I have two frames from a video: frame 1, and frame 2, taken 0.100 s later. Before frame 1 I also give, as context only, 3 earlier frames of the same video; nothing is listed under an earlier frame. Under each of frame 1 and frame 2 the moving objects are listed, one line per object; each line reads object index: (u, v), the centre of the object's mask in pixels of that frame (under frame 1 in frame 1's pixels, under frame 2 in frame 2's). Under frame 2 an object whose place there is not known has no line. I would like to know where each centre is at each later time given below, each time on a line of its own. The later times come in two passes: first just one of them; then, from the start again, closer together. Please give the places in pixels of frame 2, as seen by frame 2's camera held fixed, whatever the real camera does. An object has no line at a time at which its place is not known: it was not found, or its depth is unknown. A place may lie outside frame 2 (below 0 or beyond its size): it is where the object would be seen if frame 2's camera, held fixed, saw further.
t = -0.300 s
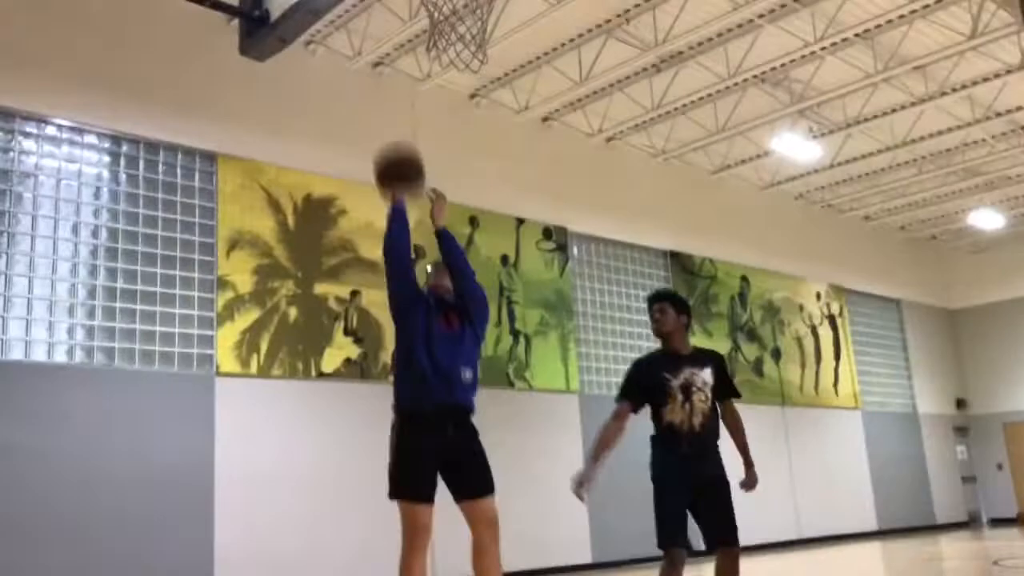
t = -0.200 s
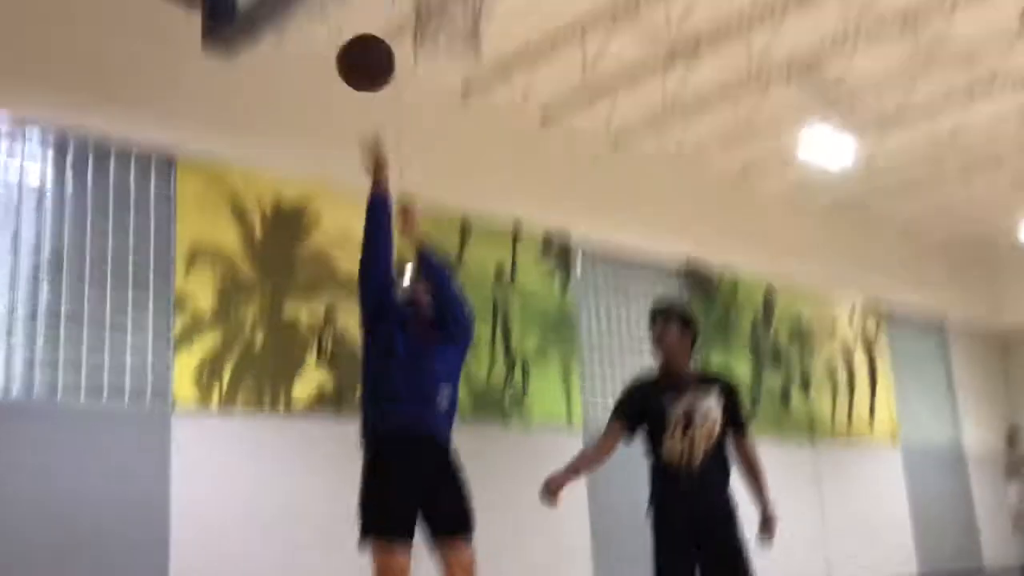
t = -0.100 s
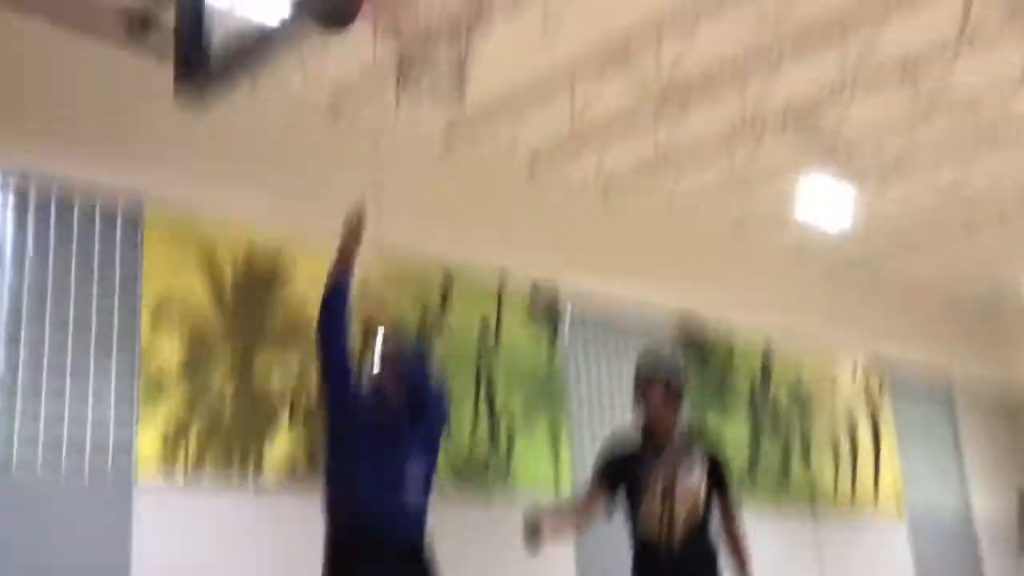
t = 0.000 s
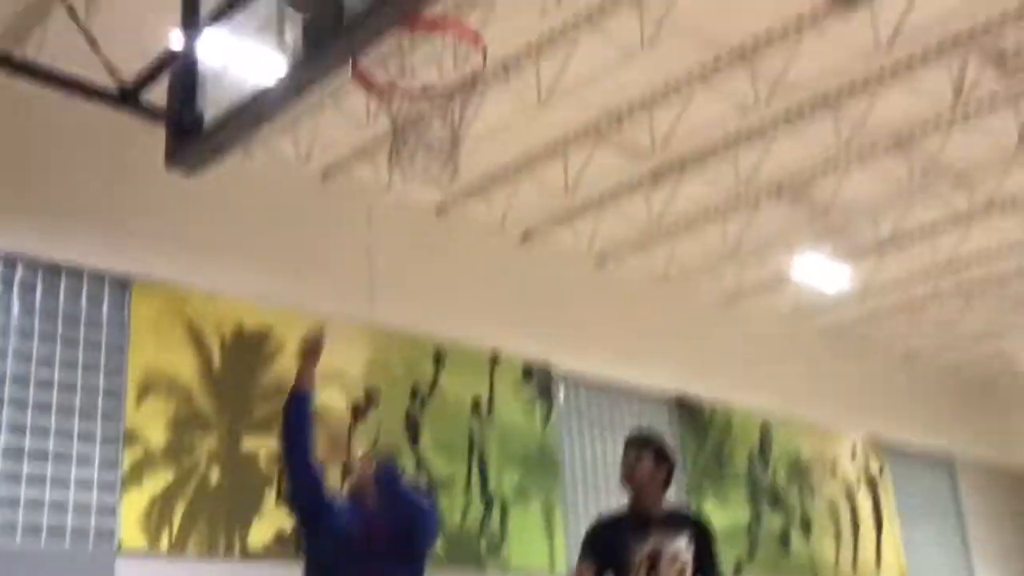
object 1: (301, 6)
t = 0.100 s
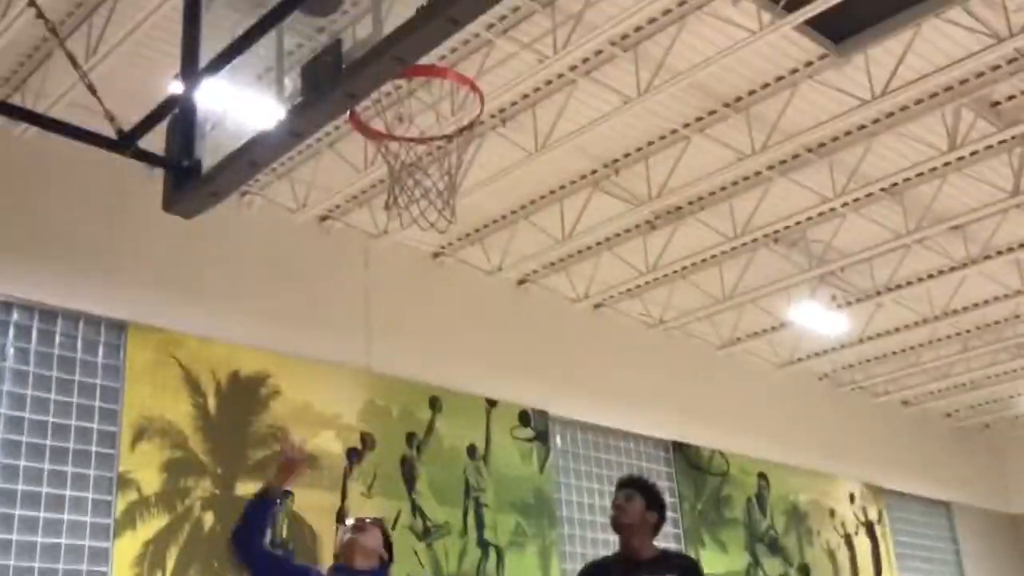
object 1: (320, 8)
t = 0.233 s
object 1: (358, 1)
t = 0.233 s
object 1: (358, 1)
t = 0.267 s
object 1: (369, 2)
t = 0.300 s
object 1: (380, 6)
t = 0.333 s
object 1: (393, 9)
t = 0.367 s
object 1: (393, 16)
